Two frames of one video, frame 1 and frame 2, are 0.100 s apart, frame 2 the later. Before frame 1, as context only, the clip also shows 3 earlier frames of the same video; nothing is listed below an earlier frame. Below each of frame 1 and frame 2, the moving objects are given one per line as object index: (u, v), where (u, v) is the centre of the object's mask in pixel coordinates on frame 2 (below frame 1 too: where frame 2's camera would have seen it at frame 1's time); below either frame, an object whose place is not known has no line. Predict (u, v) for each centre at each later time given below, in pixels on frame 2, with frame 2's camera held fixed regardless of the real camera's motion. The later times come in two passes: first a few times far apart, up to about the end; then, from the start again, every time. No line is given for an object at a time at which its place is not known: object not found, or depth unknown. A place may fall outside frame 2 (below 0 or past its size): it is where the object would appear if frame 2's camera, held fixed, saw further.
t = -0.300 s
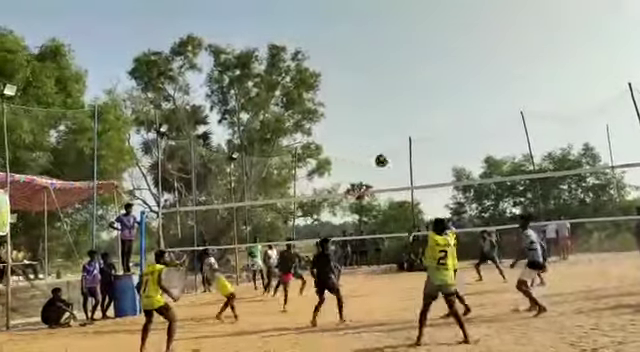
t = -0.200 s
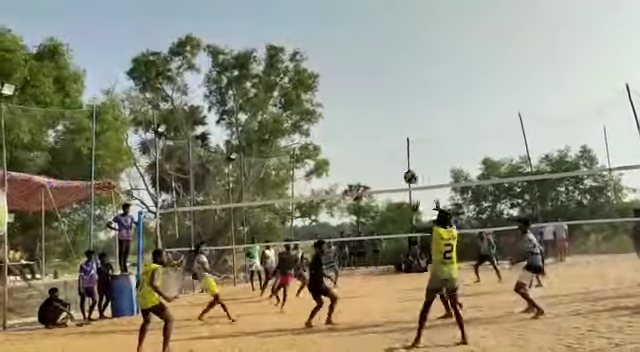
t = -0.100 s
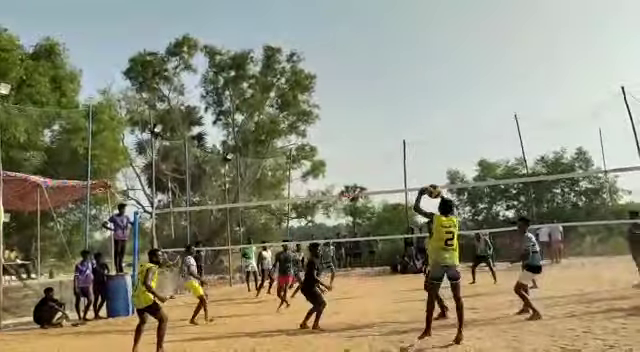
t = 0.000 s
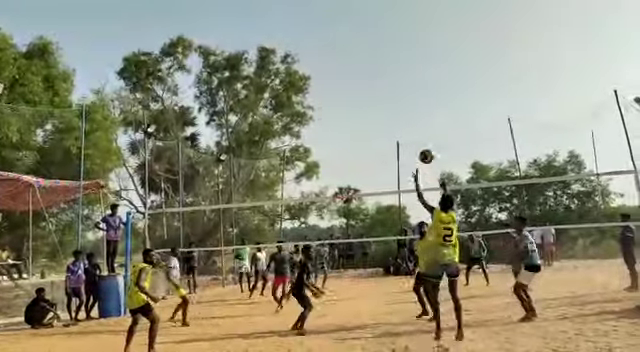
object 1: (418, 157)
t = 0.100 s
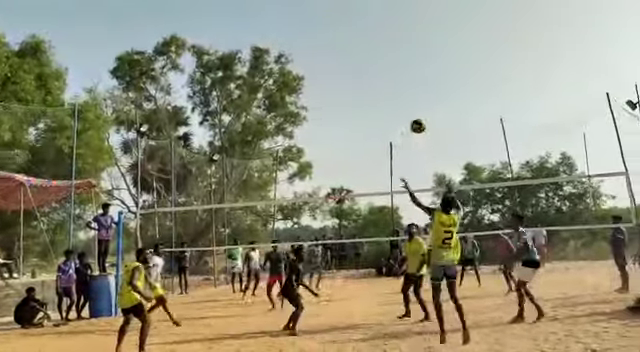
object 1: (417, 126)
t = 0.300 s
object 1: (415, 86)
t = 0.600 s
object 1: (419, 75)
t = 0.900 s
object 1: (429, 116)
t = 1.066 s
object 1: (438, 159)
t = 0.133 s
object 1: (416, 118)
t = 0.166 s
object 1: (416, 110)
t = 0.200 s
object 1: (416, 103)
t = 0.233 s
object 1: (416, 97)
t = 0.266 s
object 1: (416, 91)
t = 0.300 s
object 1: (415, 86)
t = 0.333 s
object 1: (414, 83)
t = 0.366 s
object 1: (414, 80)
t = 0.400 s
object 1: (415, 77)
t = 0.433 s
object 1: (415, 75)
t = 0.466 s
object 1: (416, 74)
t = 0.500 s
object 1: (417, 73)
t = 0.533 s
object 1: (417, 73)
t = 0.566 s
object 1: (418, 73)
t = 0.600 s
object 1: (419, 75)
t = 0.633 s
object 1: (419, 77)
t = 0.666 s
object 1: (420, 80)
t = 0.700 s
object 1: (421, 83)
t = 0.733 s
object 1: (422, 87)
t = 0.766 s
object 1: (424, 92)
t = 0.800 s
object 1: (425, 97)
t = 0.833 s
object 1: (426, 103)
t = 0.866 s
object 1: (428, 109)
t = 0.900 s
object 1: (429, 116)
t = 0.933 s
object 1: (430, 123)
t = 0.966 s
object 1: (432, 132)
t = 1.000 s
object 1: (434, 140)
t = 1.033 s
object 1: (436, 149)
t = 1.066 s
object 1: (438, 159)
